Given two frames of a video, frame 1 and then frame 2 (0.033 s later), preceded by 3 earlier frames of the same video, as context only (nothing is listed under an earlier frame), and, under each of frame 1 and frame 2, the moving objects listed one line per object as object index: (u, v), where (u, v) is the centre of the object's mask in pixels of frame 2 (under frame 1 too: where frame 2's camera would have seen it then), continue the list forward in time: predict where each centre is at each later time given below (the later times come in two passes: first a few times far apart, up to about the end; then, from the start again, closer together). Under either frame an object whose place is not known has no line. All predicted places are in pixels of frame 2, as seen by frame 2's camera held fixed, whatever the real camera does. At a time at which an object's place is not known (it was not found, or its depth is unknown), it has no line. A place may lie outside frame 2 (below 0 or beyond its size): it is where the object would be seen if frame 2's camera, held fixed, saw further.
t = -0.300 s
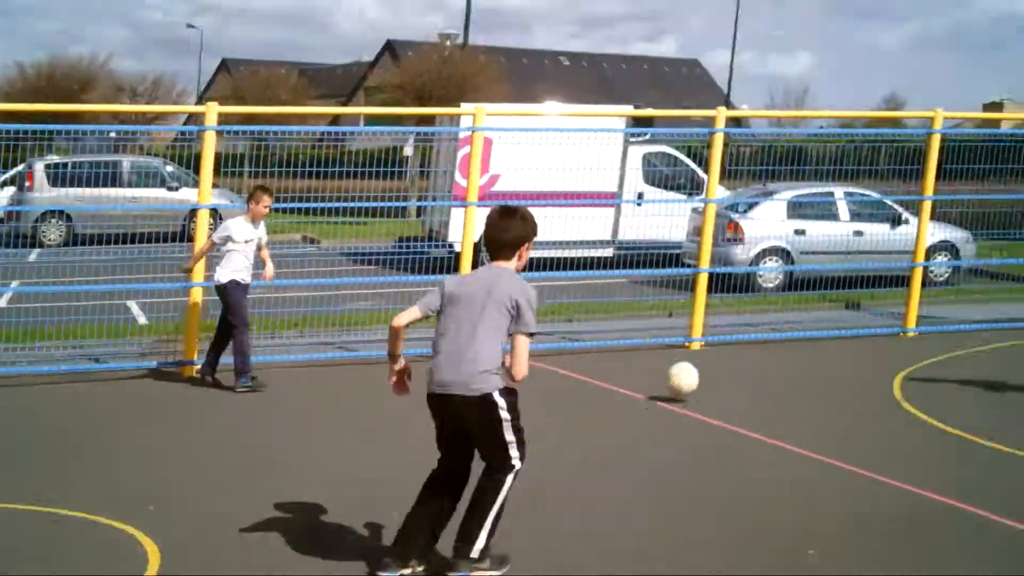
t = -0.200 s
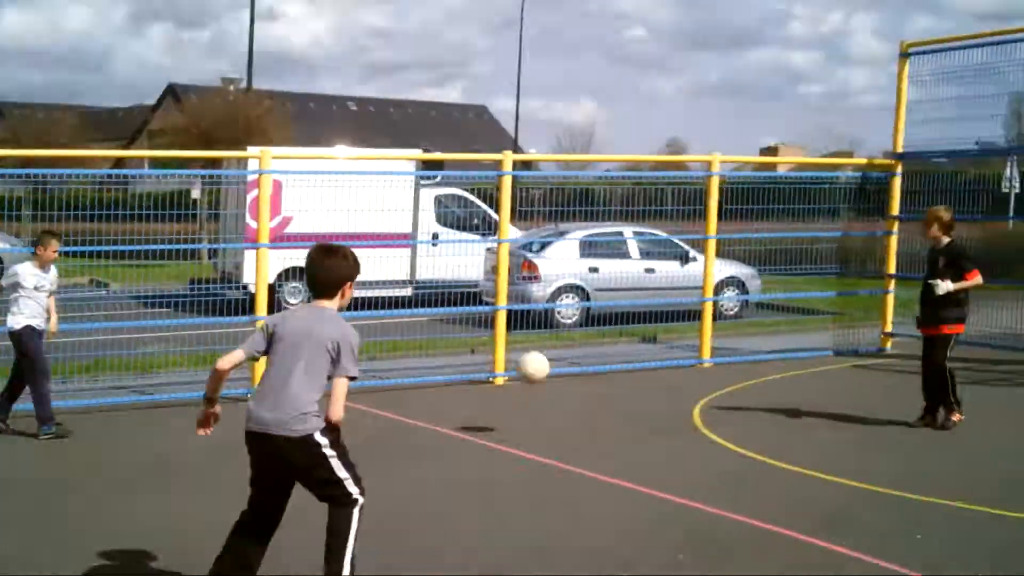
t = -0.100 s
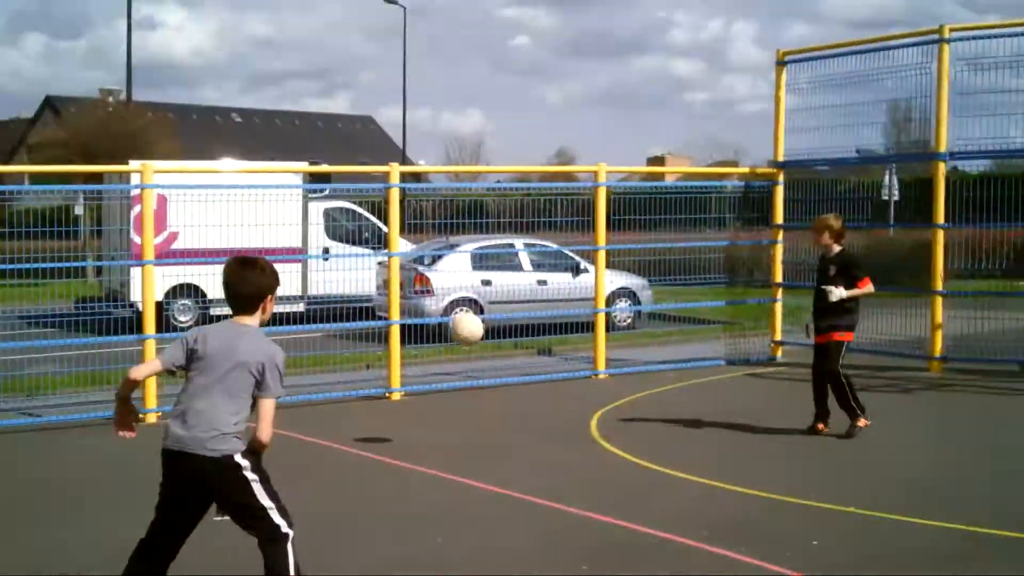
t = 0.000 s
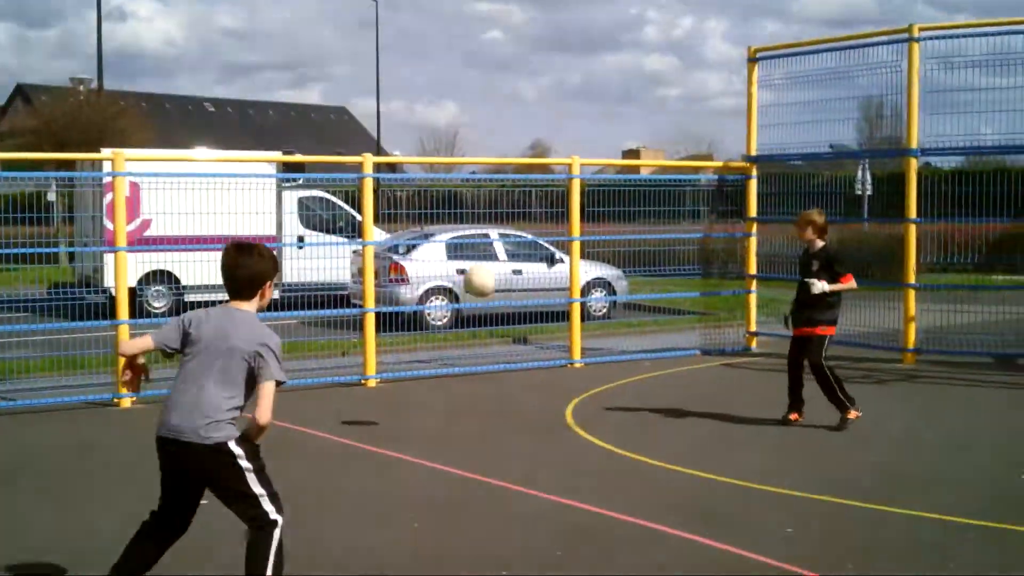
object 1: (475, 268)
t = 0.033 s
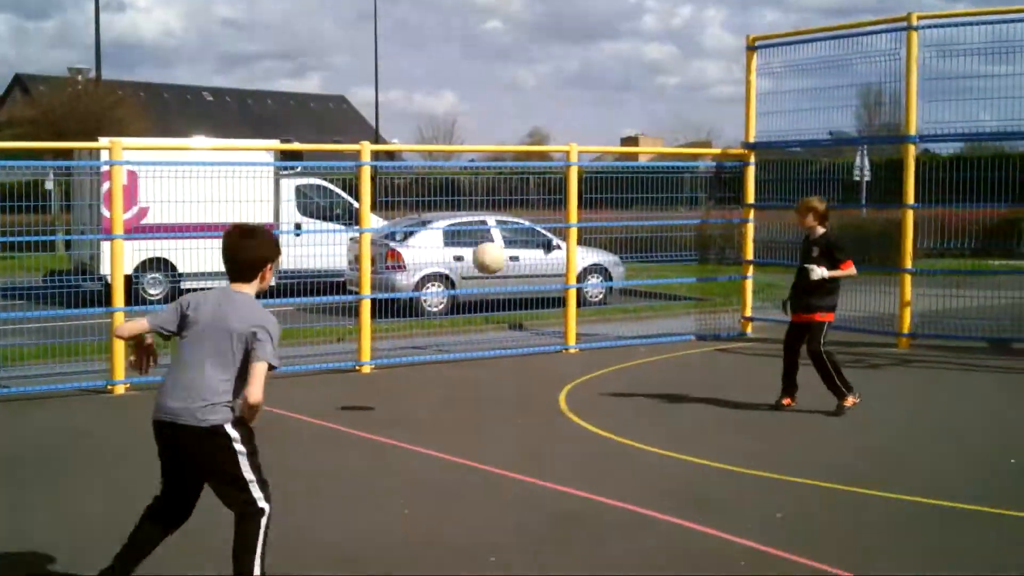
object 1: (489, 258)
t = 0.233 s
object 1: (564, 236)
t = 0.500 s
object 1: (661, 302)
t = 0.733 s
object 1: (748, 376)
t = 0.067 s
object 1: (501, 250)
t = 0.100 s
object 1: (514, 245)
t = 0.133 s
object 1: (526, 239)
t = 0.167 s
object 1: (539, 237)
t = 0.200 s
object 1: (551, 236)
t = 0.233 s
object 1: (564, 236)
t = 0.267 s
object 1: (577, 238)
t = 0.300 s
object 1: (589, 243)
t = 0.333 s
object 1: (599, 248)
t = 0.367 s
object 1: (612, 254)
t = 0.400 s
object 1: (625, 263)
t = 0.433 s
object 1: (637, 274)
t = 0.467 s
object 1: (650, 287)
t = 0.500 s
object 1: (661, 302)
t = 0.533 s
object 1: (674, 319)
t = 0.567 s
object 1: (687, 336)
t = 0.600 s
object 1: (699, 356)
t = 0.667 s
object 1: (723, 403)
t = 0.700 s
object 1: (738, 393)
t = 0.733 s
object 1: (748, 376)
